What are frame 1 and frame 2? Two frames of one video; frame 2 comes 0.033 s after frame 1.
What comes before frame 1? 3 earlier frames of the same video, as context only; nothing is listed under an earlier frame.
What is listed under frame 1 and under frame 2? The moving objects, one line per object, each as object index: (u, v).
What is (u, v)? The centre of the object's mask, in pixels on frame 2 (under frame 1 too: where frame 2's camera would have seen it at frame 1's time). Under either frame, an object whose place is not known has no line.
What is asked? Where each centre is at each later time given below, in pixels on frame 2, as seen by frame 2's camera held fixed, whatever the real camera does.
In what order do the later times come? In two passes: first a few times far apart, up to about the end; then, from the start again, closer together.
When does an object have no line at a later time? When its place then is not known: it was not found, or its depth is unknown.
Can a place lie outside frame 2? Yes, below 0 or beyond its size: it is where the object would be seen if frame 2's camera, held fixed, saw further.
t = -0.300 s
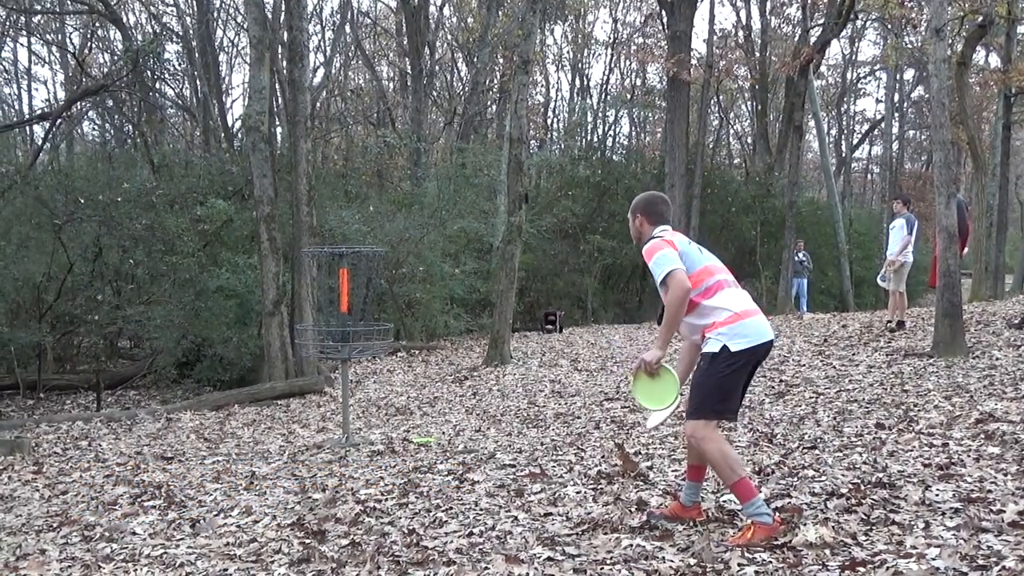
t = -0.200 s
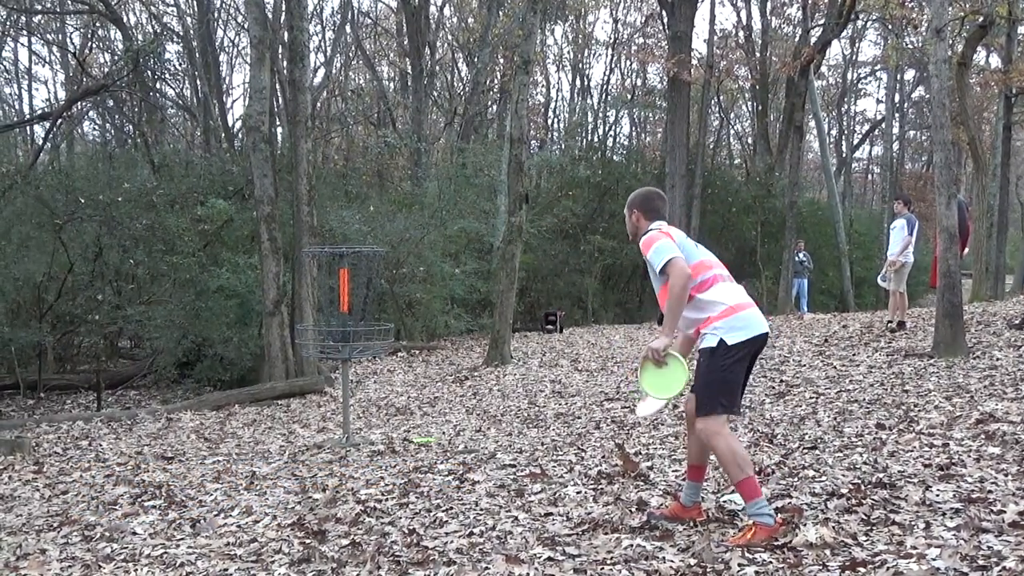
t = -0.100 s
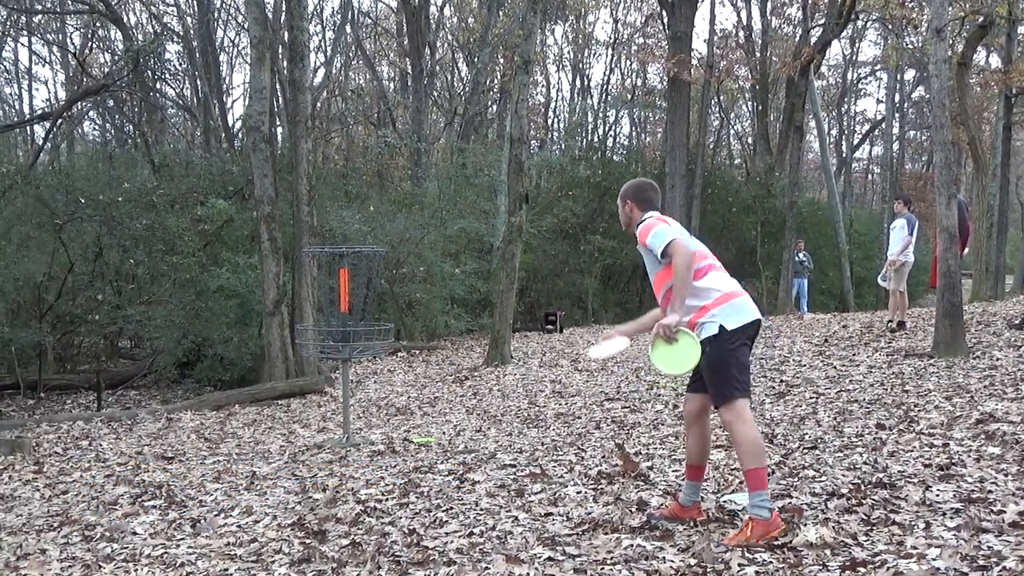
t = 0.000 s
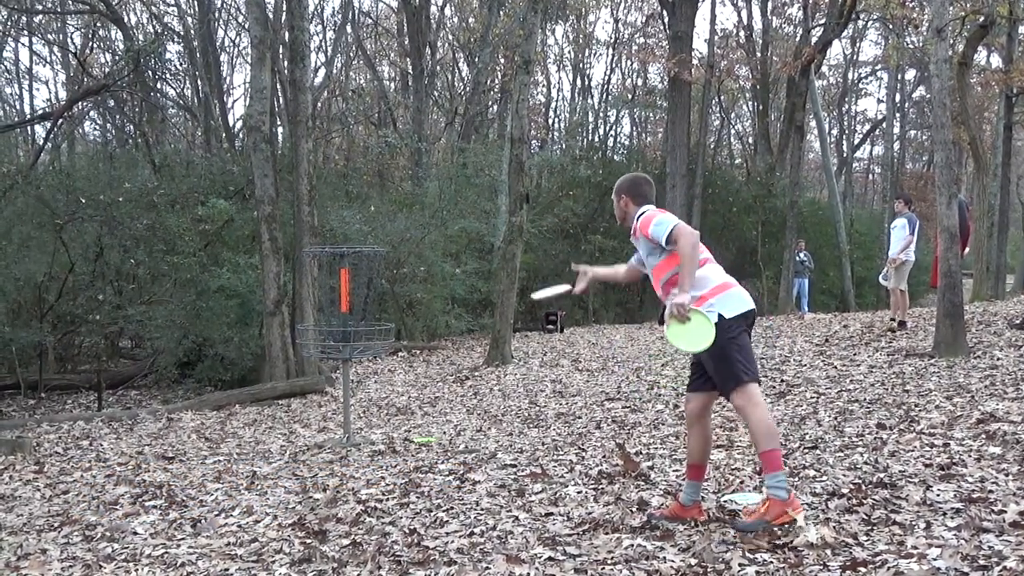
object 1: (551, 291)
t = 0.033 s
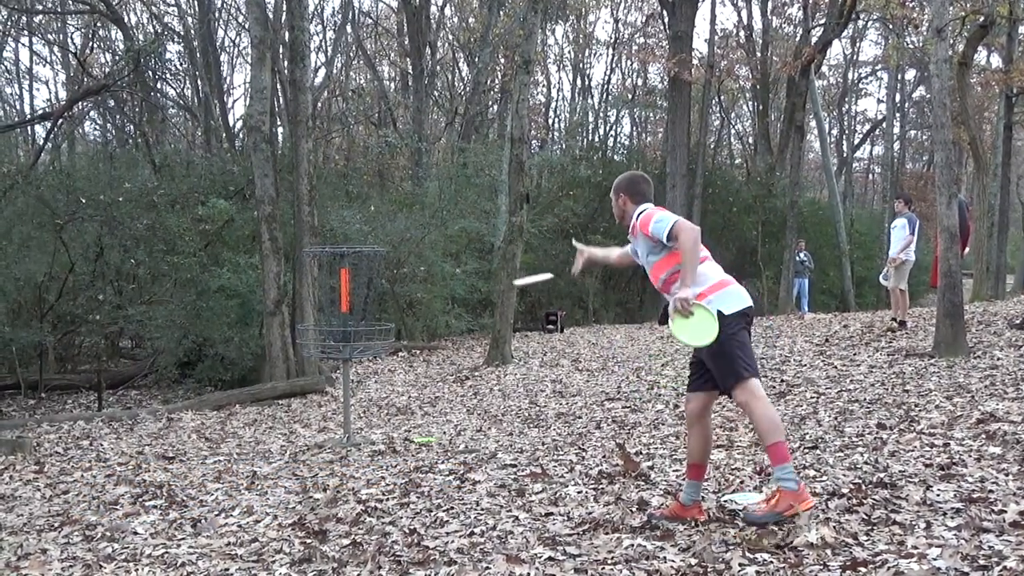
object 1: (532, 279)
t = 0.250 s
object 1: (434, 258)
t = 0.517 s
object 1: (346, 309)
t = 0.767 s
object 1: (348, 339)
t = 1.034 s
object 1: (356, 351)
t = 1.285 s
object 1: (354, 355)
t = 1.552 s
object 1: (355, 354)
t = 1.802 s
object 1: (355, 354)
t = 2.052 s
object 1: (355, 355)
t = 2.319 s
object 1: (354, 355)
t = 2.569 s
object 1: (354, 355)
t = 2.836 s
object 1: (354, 355)
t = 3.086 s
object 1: (354, 355)
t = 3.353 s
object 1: (354, 355)
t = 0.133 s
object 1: (484, 258)
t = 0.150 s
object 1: (476, 257)
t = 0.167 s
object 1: (469, 256)
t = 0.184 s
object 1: (462, 255)
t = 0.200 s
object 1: (455, 255)
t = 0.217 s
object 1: (448, 256)
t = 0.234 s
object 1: (441, 257)
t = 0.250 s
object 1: (434, 258)
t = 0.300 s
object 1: (415, 264)
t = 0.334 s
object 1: (402, 270)
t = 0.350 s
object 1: (395, 274)
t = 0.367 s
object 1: (389, 277)
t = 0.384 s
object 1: (383, 281)
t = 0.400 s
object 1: (377, 285)
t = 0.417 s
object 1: (372, 289)
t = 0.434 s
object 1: (366, 293)
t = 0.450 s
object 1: (360, 297)
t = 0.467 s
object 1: (354, 302)
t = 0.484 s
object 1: (350, 305)
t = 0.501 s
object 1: (348, 307)
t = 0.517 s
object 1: (346, 309)
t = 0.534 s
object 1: (345, 310)
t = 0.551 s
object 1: (344, 311)
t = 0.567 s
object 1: (343, 312)
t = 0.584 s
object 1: (343, 314)
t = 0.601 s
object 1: (343, 315)
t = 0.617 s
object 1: (343, 317)
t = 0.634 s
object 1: (342, 318)
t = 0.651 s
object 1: (343, 320)
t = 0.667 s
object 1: (343, 322)
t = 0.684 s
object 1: (343, 324)
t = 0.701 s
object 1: (344, 326)
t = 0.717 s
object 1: (345, 329)
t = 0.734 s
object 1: (346, 331)
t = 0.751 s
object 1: (347, 335)
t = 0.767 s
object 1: (348, 339)
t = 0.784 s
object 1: (349, 342)
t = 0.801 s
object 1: (350, 342)
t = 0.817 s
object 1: (351, 342)
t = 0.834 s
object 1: (351, 342)
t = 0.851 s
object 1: (352, 344)
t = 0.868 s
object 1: (353, 344)
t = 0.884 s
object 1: (353, 346)
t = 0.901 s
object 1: (353, 348)
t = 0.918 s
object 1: (353, 350)
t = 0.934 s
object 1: (354, 350)
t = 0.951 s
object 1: (356, 351)
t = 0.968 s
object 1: (356, 352)
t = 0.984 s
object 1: (356, 353)
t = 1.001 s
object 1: (356, 352)
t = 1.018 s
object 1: (356, 352)
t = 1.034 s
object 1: (356, 351)
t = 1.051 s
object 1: (354, 352)
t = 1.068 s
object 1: (354, 352)
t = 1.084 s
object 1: (354, 352)
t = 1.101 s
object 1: (354, 352)
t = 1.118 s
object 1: (355, 353)
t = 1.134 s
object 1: (355, 354)
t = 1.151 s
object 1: (355, 355)
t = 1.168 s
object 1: (354, 355)
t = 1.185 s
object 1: (354, 355)
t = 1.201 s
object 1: (355, 355)
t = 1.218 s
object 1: (354, 355)
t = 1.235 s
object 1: (354, 355)
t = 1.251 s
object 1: (354, 355)
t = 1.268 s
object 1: (354, 355)
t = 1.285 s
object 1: (354, 355)
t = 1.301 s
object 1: (354, 354)
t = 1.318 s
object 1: (354, 354)
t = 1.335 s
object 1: (354, 355)
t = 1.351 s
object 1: (354, 355)
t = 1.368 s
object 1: (354, 355)
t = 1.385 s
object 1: (354, 355)
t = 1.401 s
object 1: (354, 355)
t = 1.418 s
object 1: (354, 355)
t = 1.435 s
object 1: (354, 355)
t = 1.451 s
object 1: (355, 355)
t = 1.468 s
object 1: (355, 355)
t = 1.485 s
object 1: (355, 355)
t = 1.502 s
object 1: (355, 355)
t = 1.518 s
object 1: (355, 355)
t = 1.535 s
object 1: (355, 354)
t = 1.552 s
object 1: (355, 354)
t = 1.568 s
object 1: (355, 354)
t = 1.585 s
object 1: (354, 354)
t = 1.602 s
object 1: (354, 354)
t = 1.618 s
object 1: (355, 354)
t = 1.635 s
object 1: (355, 354)
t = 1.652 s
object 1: (354, 355)
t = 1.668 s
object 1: (355, 354)
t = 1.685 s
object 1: (354, 355)
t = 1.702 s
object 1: (354, 355)
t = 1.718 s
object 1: (354, 355)
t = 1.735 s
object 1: (355, 354)
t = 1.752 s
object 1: (355, 355)
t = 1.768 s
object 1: (355, 355)
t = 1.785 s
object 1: (355, 355)
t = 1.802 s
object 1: (355, 354)
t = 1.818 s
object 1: (355, 355)
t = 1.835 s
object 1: (355, 354)
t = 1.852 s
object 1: (354, 354)
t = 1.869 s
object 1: (355, 355)
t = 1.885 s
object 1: (355, 355)
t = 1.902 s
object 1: (355, 354)
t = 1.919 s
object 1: (355, 354)
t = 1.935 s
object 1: (355, 355)
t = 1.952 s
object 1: (355, 355)
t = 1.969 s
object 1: (355, 355)
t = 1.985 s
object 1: (355, 355)
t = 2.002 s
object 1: (355, 355)
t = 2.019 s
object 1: (355, 355)
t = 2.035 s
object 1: (355, 355)
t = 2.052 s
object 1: (355, 355)
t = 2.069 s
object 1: (355, 354)
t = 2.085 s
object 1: (355, 355)
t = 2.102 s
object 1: (355, 355)
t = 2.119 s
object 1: (354, 355)
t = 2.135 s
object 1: (354, 355)
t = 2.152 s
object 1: (355, 355)
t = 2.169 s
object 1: (354, 355)
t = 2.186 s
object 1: (354, 355)
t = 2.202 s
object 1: (354, 355)
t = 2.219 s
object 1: (354, 355)
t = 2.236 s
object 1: (355, 355)
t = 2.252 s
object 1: (354, 355)
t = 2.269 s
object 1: (354, 355)
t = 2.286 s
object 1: (354, 355)
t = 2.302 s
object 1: (354, 355)
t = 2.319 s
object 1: (354, 355)
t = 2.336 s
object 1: (355, 355)
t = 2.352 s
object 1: (354, 355)
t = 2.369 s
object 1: (354, 355)
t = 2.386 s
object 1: (354, 355)
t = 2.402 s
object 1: (355, 355)
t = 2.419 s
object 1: (354, 354)
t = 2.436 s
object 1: (354, 355)
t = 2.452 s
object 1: (354, 355)
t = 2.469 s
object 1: (354, 355)
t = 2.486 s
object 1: (355, 354)
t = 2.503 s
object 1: (354, 355)
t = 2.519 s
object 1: (354, 355)
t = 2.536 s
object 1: (354, 355)
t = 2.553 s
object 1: (354, 355)
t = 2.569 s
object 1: (354, 355)
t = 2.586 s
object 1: (354, 355)
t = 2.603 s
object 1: (354, 355)
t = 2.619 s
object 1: (354, 355)
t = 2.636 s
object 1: (354, 355)
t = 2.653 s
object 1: (354, 355)
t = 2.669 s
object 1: (354, 355)
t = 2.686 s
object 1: (354, 355)
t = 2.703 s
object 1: (354, 355)
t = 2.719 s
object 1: (354, 355)
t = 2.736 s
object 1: (354, 355)
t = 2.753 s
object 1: (354, 355)
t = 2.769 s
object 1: (354, 355)
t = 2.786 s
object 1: (354, 355)
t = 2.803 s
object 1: (354, 355)
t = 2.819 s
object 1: (354, 355)
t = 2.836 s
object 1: (354, 355)
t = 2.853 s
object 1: (354, 355)
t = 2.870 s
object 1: (354, 355)
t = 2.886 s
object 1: (354, 355)
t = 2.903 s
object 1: (354, 355)
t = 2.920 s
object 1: (354, 355)
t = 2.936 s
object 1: (354, 355)
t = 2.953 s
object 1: (354, 355)
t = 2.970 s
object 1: (354, 355)
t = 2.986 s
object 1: (354, 355)
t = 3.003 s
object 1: (354, 355)
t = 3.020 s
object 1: (355, 355)
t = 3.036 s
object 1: (354, 355)
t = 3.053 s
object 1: (354, 355)
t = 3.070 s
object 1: (354, 355)
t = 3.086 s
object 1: (354, 355)
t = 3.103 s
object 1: (354, 355)
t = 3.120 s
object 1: (354, 355)
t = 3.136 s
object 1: (354, 355)
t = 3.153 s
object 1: (354, 355)
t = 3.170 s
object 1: (354, 355)
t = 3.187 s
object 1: (354, 355)
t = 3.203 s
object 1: (354, 355)
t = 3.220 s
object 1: (354, 355)
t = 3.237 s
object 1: (354, 355)
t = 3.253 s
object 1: (354, 355)
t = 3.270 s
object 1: (355, 355)
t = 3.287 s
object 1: (354, 355)
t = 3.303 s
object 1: (354, 355)
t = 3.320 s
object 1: (354, 355)
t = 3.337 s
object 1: (354, 355)
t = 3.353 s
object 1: (354, 355)
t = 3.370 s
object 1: (354, 355)
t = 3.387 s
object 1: (354, 355)
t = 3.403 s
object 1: (354, 355)
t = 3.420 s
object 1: (354, 355)
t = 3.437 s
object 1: (354, 355)
